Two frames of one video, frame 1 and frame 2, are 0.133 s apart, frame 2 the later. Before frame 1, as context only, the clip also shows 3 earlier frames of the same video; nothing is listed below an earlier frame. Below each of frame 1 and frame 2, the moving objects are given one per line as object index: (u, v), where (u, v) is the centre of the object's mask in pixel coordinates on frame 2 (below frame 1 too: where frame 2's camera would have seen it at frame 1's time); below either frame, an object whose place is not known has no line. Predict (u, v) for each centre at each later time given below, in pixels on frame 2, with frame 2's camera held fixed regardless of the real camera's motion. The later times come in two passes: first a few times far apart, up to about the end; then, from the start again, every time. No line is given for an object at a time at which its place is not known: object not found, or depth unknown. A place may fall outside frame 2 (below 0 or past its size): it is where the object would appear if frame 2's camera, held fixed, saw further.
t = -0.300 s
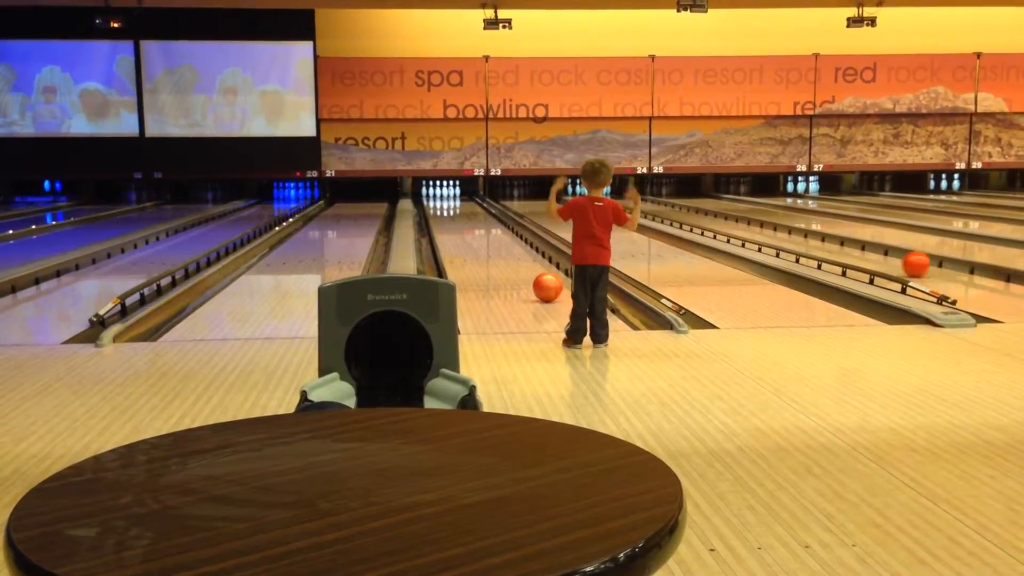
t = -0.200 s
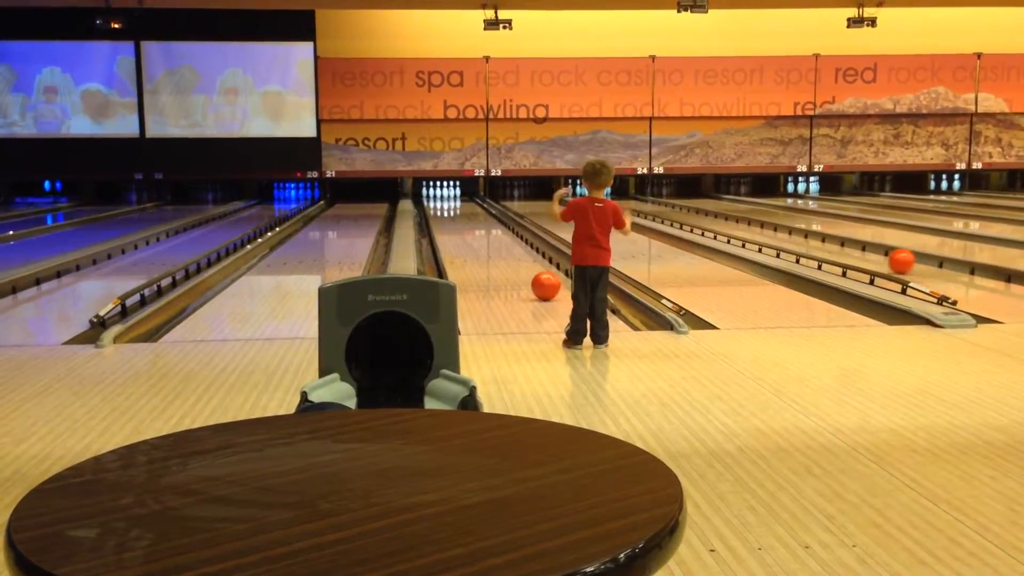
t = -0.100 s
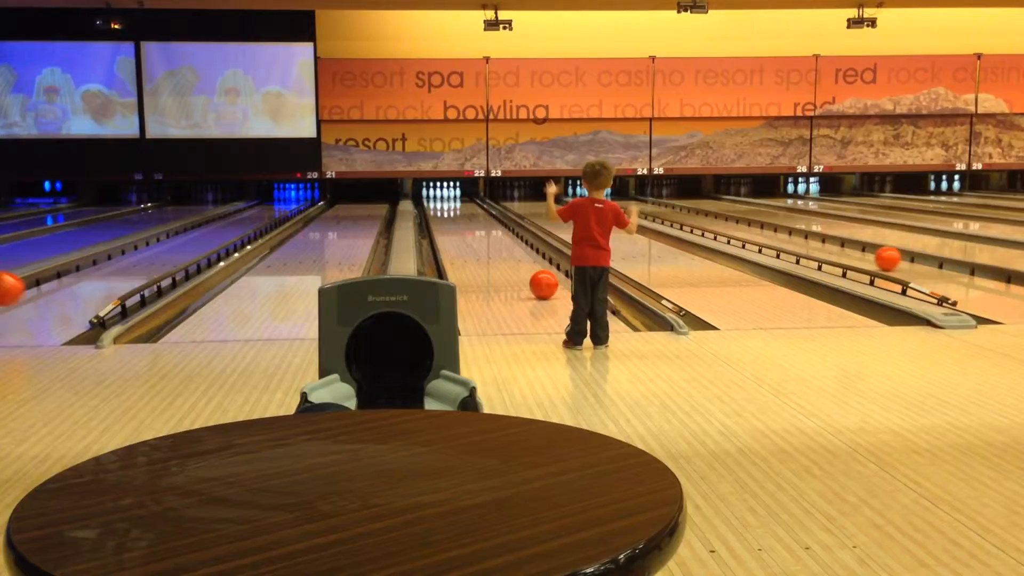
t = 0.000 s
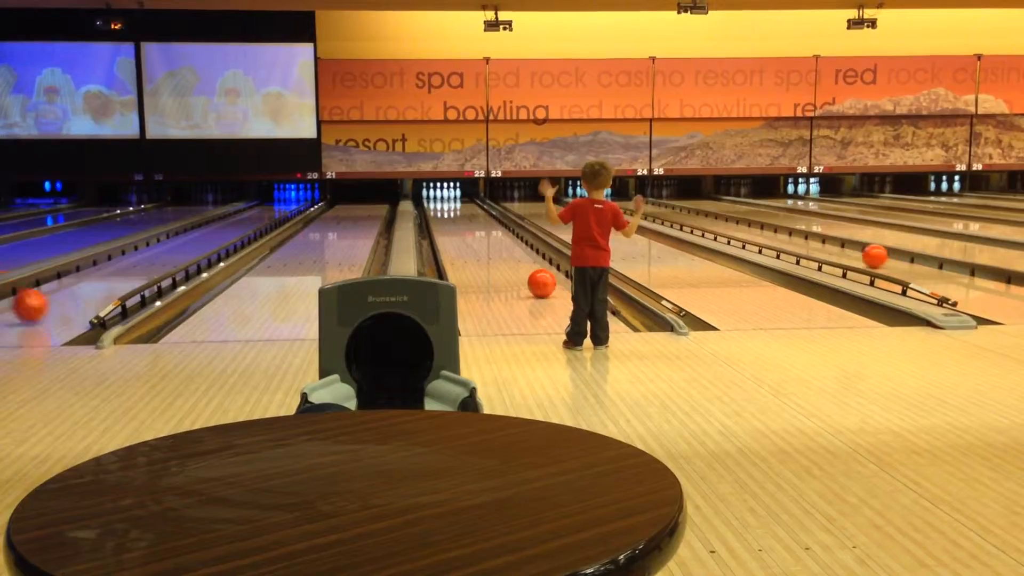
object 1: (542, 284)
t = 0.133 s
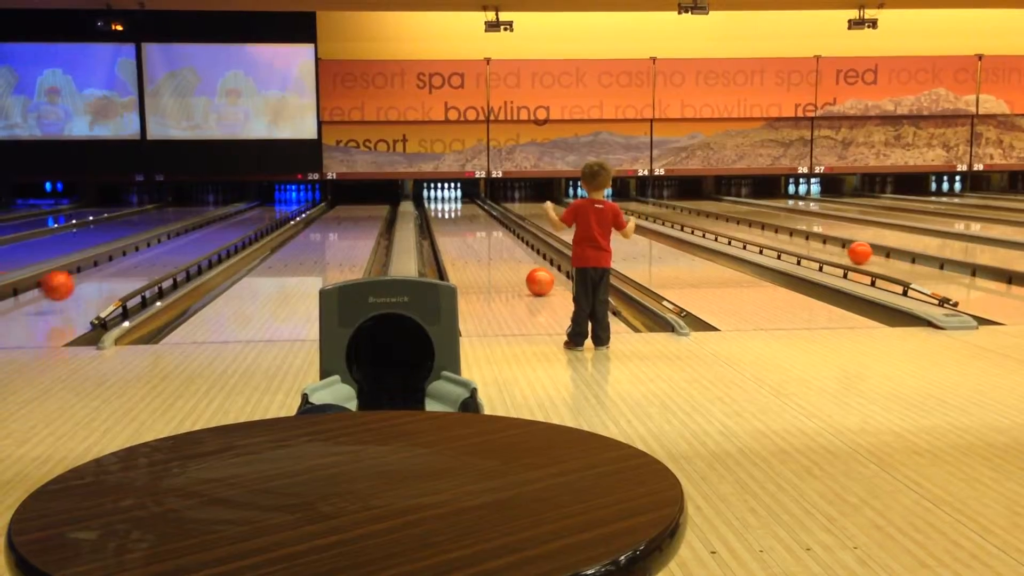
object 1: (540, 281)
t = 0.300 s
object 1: (537, 279)
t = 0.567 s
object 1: (532, 274)
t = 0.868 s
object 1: (526, 270)
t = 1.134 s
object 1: (521, 267)
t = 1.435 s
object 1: (516, 263)
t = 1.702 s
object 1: (511, 260)
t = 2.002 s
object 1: (506, 256)
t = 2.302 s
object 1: (502, 253)
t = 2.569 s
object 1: (498, 251)
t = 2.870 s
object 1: (494, 248)
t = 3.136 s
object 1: (491, 245)
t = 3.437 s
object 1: (487, 243)
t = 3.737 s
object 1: (483, 241)
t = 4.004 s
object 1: (481, 238)
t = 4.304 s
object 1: (478, 236)
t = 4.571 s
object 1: (475, 235)
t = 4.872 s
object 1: (472, 233)
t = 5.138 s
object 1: (470, 231)
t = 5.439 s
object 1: (467, 229)
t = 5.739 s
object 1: (465, 227)
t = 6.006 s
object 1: (463, 226)
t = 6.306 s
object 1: (461, 224)
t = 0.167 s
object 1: (539, 281)
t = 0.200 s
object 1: (538, 280)
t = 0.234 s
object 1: (538, 280)
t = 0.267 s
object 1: (537, 279)
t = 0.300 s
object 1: (537, 279)
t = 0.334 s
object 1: (536, 278)
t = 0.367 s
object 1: (535, 277)
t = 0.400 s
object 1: (535, 277)
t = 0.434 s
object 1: (534, 276)
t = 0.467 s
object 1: (533, 276)
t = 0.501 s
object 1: (533, 275)
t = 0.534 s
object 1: (532, 275)
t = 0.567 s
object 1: (532, 274)
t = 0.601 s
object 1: (531, 274)
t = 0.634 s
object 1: (530, 273)
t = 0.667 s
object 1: (530, 273)
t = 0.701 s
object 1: (529, 273)
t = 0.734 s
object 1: (528, 272)
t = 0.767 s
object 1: (528, 272)
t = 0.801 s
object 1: (527, 271)
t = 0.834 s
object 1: (526, 270)
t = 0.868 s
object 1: (526, 270)
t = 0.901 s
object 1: (525, 270)
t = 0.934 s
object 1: (525, 269)
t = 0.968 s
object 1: (524, 269)
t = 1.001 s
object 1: (524, 268)
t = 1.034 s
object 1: (523, 268)
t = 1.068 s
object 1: (522, 267)
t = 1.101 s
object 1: (522, 267)
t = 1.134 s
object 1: (521, 267)
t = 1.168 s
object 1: (521, 266)
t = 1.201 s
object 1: (520, 266)
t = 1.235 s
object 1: (519, 265)
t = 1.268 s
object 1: (519, 265)
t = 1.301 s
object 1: (518, 265)
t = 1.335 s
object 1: (518, 264)
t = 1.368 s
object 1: (517, 264)
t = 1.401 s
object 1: (517, 263)
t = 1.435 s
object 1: (516, 263)
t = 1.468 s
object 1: (515, 262)
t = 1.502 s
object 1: (515, 262)
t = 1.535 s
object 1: (514, 262)
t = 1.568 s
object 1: (514, 261)
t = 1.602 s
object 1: (513, 261)
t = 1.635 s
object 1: (513, 261)
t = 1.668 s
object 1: (512, 260)
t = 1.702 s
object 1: (511, 260)
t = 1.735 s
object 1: (511, 259)
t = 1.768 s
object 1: (511, 259)
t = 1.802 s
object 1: (510, 259)
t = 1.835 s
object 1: (510, 258)
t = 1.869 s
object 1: (509, 258)
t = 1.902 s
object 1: (509, 258)
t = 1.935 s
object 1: (508, 257)
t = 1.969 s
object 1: (507, 257)
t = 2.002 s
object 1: (506, 256)
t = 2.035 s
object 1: (506, 256)
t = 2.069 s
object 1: (506, 256)
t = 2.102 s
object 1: (505, 255)
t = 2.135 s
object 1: (504, 255)
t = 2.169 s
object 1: (504, 255)
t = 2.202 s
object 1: (503, 254)
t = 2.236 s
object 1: (503, 254)
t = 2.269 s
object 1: (502, 253)
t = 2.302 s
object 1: (502, 253)
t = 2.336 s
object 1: (501, 253)
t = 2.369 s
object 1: (501, 253)
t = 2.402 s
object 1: (501, 252)
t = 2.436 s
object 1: (500, 252)
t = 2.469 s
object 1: (500, 252)
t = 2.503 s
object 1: (499, 251)
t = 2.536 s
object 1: (499, 251)
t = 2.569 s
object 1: (498, 251)
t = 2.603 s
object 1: (498, 250)
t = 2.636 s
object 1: (497, 250)
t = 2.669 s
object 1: (497, 250)
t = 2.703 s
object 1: (496, 249)
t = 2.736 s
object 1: (496, 249)
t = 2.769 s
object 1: (495, 249)
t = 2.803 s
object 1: (495, 249)
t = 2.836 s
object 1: (494, 248)
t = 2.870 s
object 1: (494, 248)
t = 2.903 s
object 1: (493, 248)
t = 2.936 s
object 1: (493, 247)
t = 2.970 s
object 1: (493, 247)
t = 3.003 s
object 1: (492, 247)
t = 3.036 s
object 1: (492, 246)
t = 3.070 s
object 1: (491, 246)
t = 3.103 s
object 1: (491, 246)
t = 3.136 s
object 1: (491, 245)
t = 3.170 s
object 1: (490, 245)
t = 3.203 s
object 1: (490, 245)
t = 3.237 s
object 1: (489, 245)
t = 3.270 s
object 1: (489, 244)
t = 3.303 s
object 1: (489, 244)
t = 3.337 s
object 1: (488, 244)
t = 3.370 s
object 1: (487, 244)
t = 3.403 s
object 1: (487, 243)
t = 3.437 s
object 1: (487, 243)
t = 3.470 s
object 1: (487, 242)
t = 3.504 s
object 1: (486, 242)
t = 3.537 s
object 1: (486, 242)
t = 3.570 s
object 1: (485, 242)
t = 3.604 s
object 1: (485, 241)
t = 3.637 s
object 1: (484, 241)
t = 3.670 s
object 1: (484, 241)
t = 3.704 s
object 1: (484, 241)
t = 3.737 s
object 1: (483, 241)
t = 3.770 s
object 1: (483, 240)
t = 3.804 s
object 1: (482, 240)
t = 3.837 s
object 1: (482, 240)
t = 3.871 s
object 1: (482, 239)
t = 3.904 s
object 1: (481, 239)
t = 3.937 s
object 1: (481, 239)
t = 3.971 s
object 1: (481, 239)
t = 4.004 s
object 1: (481, 238)
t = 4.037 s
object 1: (480, 238)
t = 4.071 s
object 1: (480, 238)
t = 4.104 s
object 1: (479, 238)
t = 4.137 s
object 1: (479, 238)
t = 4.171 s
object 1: (479, 237)
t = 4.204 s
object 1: (478, 237)
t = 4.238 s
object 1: (478, 237)
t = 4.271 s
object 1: (478, 236)
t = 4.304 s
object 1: (478, 236)
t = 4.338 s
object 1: (477, 236)
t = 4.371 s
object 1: (477, 236)
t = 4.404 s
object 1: (476, 236)
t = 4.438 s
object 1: (476, 236)
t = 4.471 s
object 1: (475, 235)
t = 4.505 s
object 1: (475, 235)
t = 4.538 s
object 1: (475, 235)
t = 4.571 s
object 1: (475, 235)
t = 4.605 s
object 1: (475, 234)
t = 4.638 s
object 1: (474, 234)
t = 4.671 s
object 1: (474, 234)
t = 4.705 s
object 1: (473, 234)
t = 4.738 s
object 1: (473, 233)
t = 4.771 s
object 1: (473, 233)
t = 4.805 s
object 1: (473, 233)
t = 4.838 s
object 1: (472, 233)
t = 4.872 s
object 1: (472, 233)
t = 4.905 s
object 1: (472, 232)
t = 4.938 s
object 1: (471, 232)
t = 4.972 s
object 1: (471, 232)
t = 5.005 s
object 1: (471, 232)
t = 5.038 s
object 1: (471, 231)
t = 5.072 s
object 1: (470, 231)
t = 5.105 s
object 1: (470, 231)
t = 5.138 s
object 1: (470, 231)
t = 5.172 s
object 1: (469, 231)
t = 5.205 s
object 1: (469, 231)
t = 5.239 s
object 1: (469, 230)
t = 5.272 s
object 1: (468, 230)
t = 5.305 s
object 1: (468, 229)
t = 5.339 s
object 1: (468, 229)
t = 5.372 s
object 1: (468, 229)
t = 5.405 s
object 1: (468, 229)
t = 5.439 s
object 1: (467, 229)
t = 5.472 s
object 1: (467, 229)
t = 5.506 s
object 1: (467, 228)
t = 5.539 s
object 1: (466, 228)
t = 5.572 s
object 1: (466, 228)
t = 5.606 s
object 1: (466, 228)
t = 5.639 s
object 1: (466, 227)
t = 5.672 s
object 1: (466, 227)
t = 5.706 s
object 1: (465, 227)
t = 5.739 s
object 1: (465, 227)
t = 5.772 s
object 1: (465, 227)
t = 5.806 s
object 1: (465, 227)
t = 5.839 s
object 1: (465, 227)
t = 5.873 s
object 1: (464, 227)
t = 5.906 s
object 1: (464, 226)
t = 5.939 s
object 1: (464, 226)
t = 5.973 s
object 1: (463, 226)
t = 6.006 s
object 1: (463, 226)
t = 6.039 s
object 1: (463, 226)
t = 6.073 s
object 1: (462, 225)
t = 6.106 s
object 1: (462, 225)
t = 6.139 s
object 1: (462, 225)
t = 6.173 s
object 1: (461, 225)
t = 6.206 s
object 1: (461, 225)
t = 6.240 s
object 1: (461, 225)
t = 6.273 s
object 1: (461, 224)
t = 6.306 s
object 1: (461, 224)
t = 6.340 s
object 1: (461, 224)
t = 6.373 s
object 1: (461, 224)
